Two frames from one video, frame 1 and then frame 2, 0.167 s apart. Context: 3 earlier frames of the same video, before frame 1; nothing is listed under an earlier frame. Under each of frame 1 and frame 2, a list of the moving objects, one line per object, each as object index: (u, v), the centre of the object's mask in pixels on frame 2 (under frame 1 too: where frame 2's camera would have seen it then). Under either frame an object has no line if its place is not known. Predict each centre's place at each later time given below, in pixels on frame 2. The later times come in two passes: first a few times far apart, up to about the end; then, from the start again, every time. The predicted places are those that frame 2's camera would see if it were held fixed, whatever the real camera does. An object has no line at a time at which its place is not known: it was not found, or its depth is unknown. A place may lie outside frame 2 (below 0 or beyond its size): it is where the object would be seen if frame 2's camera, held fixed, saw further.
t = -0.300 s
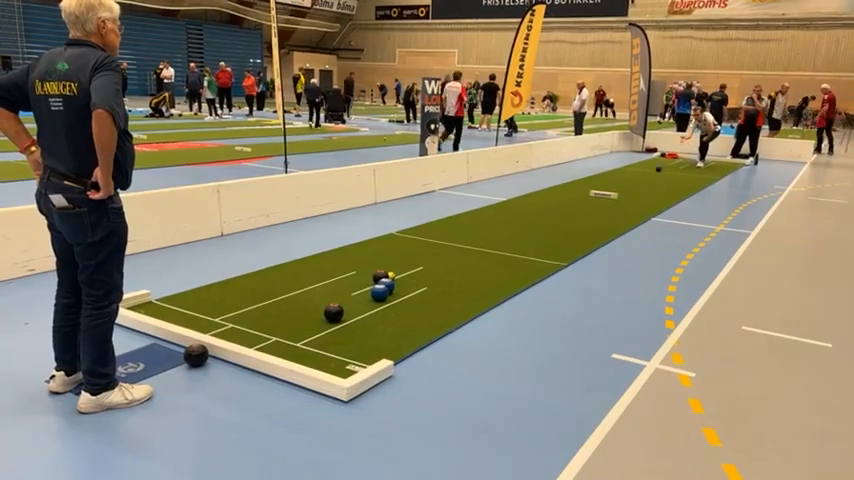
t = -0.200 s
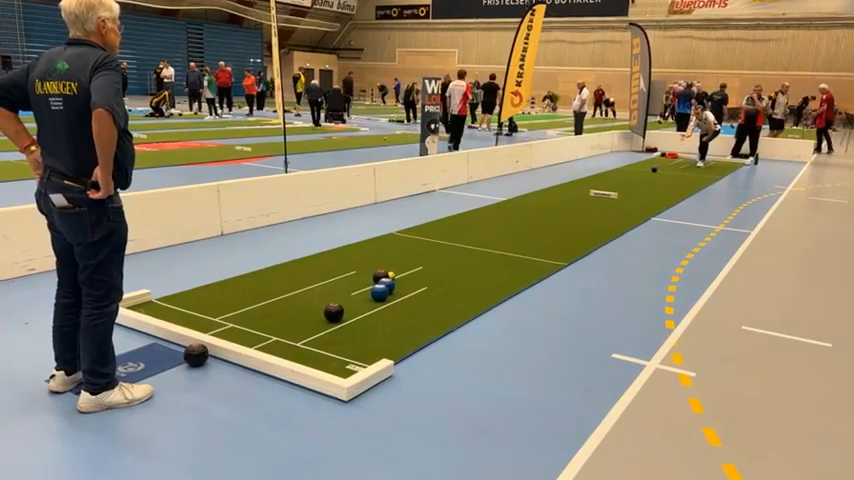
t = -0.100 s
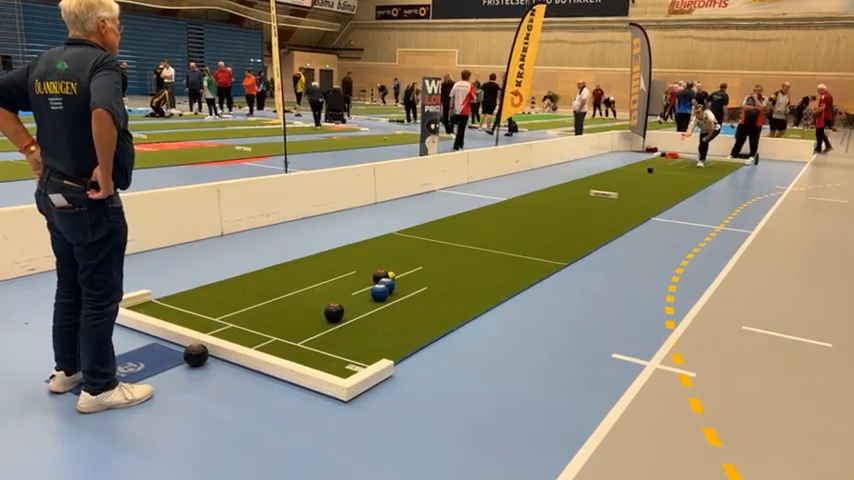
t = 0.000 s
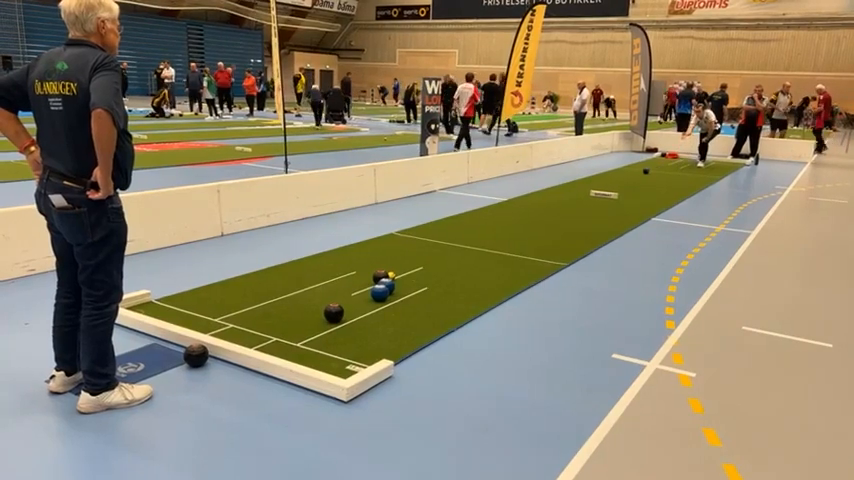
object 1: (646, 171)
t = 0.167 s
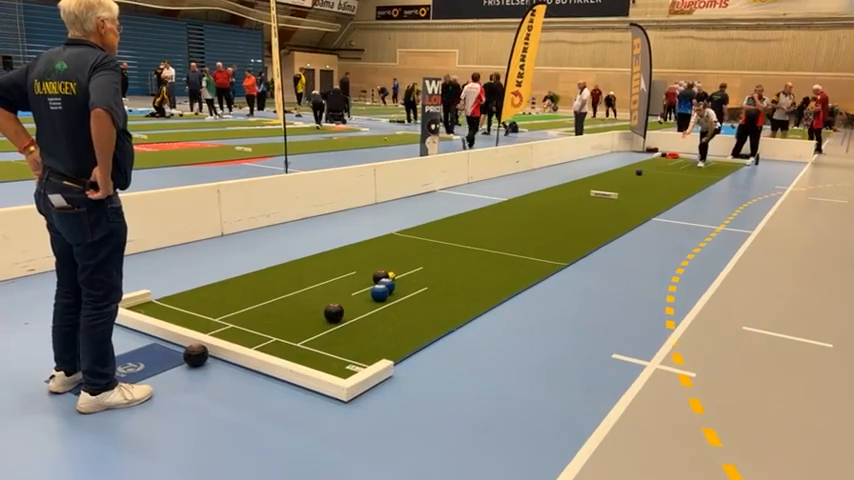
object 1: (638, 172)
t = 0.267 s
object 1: (634, 173)
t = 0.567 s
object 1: (621, 175)
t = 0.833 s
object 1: (610, 178)
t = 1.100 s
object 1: (598, 180)
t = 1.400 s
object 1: (585, 182)
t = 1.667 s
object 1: (574, 185)
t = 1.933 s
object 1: (563, 187)
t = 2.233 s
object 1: (550, 190)
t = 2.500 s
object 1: (539, 193)
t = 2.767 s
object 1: (528, 196)
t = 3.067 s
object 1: (515, 200)
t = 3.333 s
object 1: (504, 203)
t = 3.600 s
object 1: (493, 206)
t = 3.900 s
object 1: (480, 210)
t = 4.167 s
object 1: (470, 213)
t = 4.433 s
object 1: (460, 217)
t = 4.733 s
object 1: (449, 221)
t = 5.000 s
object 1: (440, 225)
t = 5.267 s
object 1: (432, 229)
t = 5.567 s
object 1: (423, 234)
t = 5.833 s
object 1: (416, 237)
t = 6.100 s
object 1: (410, 241)
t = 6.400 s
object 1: (404, 245)
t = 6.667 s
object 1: (399, 249)
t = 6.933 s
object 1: (395, 252)
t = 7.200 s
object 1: (392, 255)
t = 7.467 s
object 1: (390, 258)
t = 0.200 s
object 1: (637, 172)
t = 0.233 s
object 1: (635, 173)
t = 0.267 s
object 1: (634, 173)
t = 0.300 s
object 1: (633, 173)
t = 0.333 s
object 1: (631, 173)
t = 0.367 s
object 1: (630, 173)
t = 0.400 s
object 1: (628, 174)
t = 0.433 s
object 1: (627, 174)
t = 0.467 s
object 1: (626, 174)
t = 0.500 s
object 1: (624, 175)
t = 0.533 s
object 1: (623, 175)
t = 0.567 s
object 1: (621, 175)
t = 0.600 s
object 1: (620, 175)
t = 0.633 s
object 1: (618, 176)
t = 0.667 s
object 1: (617, 176)
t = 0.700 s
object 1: (616, 176)
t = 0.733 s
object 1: (614, 177)
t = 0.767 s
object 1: (612, 177)
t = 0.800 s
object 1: (611, 177)
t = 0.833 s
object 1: (610, 178)
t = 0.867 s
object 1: (608, 178)
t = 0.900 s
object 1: (607, 178)
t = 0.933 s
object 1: (606, 178)
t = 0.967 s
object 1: (604, 179)
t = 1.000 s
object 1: (602, 179)
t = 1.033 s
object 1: (601, 179)
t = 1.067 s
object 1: (600, 179)
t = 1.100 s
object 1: (598, 180)
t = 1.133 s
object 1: (597, 180)
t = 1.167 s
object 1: (595, 180)
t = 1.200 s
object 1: (594, 180)
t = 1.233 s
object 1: (592, 180)
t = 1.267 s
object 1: (591, 181)
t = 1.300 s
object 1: (590, 181)
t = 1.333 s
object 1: (588, 181)
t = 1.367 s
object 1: (587, 182)
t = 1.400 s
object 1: (585, 182)
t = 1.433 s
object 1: (584, 183)
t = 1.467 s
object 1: (583, 182)
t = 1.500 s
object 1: (581, 183)
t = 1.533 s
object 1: (580, 183)
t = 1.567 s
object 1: (579, 184)
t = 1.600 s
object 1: (577, 184)
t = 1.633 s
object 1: (576, 184)
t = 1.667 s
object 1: (574, 185)
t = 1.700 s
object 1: (573, 185)
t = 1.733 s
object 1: (571, 186)
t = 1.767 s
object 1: (570, 186)
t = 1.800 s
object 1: (568, 186)
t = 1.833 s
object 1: (567, 186)
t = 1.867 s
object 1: (565, 187)
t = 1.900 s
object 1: (564, 187)
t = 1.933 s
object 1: (563, 187)
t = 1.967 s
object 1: (561, 188)
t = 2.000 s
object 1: (560, 188)
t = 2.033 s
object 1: (559, 188)
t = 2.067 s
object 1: (557, 188)
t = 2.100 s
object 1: (556, 189)
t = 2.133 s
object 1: (554, 189)
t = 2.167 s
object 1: (553, 190)
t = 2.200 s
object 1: (552, 190)
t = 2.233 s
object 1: (550, 190)
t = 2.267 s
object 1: (549, 191)
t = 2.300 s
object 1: (548, 191)
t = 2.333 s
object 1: (546, 191)
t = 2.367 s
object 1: (545, 192)
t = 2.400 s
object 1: (544, 192)
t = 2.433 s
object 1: (542, 192)
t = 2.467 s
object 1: (541, 192)
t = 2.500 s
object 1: (539, 193)
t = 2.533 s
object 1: (538, 193)
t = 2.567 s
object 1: (536, 194)
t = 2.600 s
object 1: (535, 194)
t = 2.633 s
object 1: (534, 194)
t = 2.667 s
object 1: (532, 195)
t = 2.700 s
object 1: (531, 195)
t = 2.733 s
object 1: (529, 196)
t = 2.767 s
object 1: (528, 196)
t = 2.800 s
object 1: (527, 196)
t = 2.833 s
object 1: (525, 197)
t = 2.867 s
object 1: (524, 197)
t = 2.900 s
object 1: (522, 198)
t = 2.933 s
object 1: (521, 198)
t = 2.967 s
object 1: (520, 199)
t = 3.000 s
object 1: (518, 199)
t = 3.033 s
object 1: (517, 199)
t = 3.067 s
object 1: (515, 200)
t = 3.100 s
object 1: (514, 200)
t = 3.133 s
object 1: (513, 201)
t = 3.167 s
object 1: (511, 201)
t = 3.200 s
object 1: (510, 201)
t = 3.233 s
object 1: (508, 202)
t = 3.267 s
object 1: (507, 202)
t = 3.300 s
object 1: (506, 203)
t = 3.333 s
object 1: (504, 203)
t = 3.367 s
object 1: (503, 203)
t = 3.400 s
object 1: (501, 204)
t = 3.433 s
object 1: (500, 204)
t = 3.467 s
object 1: (499, 205)
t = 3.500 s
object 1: (497, 205)
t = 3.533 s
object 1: (496, 205)
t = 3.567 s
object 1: (494, 206)
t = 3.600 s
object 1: (493, 206)
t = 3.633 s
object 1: (491, 207)
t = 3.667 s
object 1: (490, 207)
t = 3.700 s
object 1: (489, 207)
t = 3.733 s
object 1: (487, 207)
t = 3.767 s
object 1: (486, 208)
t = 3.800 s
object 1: (485, 208)
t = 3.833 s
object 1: (483, 209)
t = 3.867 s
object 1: (482, 209)
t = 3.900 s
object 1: (480, 210)
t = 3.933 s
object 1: (479, 210)
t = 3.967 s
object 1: (478, 211)
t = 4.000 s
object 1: (476, 211)
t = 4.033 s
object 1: (475, 212)
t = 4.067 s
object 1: (474, 212)
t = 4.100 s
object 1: (472, 213)
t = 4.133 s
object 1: (471, 213)
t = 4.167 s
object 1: (470, 213)
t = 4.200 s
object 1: (469, 214)
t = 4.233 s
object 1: (467, 214)
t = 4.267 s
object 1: (466, 215)
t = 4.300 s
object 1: (465, 215)
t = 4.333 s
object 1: (463, 215)
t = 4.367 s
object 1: (462, 216)
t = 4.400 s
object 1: (461, 216)
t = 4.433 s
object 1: (460, 217)
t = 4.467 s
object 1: (459, 217)
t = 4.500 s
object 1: (458, 218)
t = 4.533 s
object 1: (456, 218)
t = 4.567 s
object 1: (455, 218)
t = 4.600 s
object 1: (454, 219)
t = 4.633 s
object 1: (453, 220)
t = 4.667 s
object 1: (451, 220)
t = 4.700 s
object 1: (450, 221)
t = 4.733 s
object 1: (449, 221)
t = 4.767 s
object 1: (448, 222)
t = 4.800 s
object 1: (447, 222)
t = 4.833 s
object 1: (446, 223)
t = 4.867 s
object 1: (445, 223)
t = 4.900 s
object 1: (443, 224)
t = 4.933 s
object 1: (442, 224)
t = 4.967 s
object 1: (441, 224)
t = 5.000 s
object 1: (440, 225)
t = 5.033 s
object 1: (439, 226)
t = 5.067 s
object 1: (438, 226)
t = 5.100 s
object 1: (437, 226)
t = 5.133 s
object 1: (436, 227)
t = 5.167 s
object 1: (435, 227)
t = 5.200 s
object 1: (434, 228)
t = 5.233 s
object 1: (433, 228)
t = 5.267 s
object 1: (432, 229)
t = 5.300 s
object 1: (430, 229)
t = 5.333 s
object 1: (430, 230)
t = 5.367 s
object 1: (428, 231)
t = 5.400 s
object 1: (428, 231)
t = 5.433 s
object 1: (427, 231)
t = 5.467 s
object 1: (426, 232)
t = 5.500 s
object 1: (425, 232)
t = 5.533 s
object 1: (424, 233)
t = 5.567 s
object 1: (423, 234)
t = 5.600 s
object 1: (422, 234)
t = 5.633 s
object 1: (421, 234)
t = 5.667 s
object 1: (421, 235)
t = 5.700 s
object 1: (420, 235)
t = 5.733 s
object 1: (419, 236)
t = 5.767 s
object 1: (418, 237)
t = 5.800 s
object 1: (417, 237)
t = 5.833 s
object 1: (416, 237)
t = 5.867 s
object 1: (415, 238)
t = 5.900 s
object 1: (414, 238)
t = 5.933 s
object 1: (413, 239)
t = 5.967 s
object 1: (413, 239)
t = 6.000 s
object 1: (412, 240)
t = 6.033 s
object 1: (411, 240)
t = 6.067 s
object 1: (410, 241)
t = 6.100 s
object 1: (410, 241)
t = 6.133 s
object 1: (409, 242)
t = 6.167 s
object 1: (408, 242)
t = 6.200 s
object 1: (408, 243)
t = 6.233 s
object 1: (407, 244)
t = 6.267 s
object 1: (406, 244)
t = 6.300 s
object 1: (406, 244)
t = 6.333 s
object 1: (405, 244)
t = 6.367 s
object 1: (405, 245)
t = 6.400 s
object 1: (404, 245)
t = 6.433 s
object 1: (403, 246)
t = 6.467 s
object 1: (402, 246)
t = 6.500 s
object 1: (402, 247)
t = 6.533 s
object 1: (401, 247)
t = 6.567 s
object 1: (401, 248)
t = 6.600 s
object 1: (400, 248)
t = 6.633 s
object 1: (400, 248)
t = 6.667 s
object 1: (399, 249)
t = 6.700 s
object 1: (399, 249)
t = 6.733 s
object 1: (398, 250)
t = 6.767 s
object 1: (398, 250)
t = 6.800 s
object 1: (397, 251)
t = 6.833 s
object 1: (397, 251)
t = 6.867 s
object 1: (396, 251)
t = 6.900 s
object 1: (395, 252)
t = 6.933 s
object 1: (395, 252)
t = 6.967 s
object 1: (395, 253)
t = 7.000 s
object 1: (394, 253)
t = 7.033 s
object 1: (394, 254)
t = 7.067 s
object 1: (394, 254)
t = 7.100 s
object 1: (393, 254)
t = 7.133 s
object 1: (393, 254)
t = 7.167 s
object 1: (392, 255)
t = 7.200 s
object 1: (392, 255)
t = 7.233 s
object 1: (392, 256)
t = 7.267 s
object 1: (391, 256)
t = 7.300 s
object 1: (391, 256)
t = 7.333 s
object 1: (391, 257)
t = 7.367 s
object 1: (390, 257)
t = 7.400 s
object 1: (390, 257)
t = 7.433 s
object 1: (390, 258)
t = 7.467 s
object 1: (390, 258)
